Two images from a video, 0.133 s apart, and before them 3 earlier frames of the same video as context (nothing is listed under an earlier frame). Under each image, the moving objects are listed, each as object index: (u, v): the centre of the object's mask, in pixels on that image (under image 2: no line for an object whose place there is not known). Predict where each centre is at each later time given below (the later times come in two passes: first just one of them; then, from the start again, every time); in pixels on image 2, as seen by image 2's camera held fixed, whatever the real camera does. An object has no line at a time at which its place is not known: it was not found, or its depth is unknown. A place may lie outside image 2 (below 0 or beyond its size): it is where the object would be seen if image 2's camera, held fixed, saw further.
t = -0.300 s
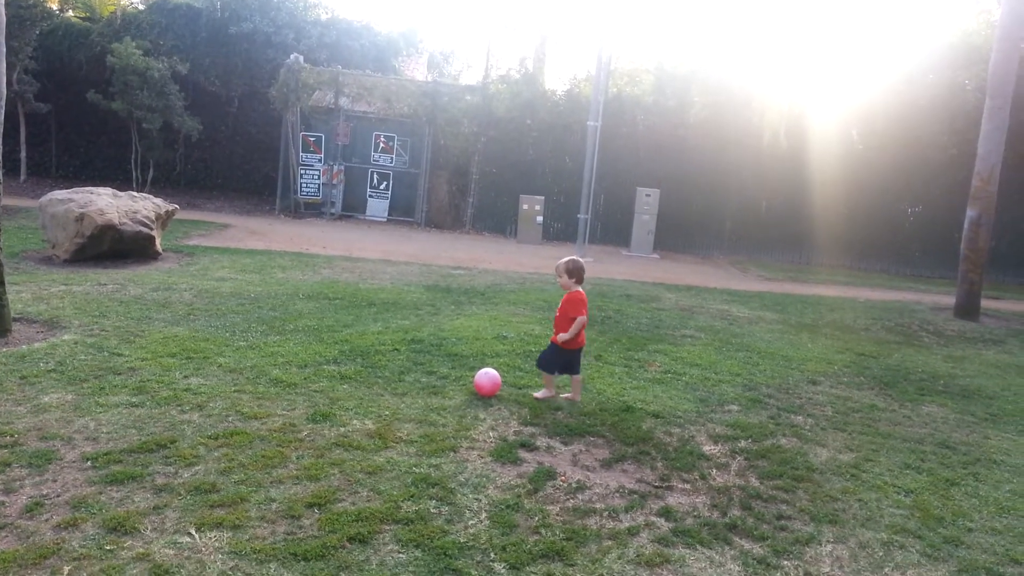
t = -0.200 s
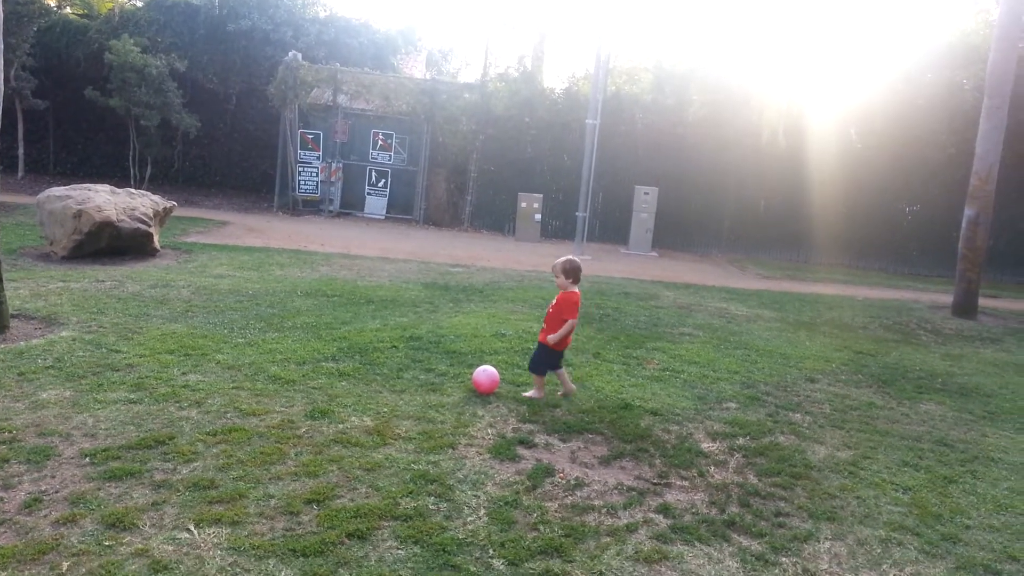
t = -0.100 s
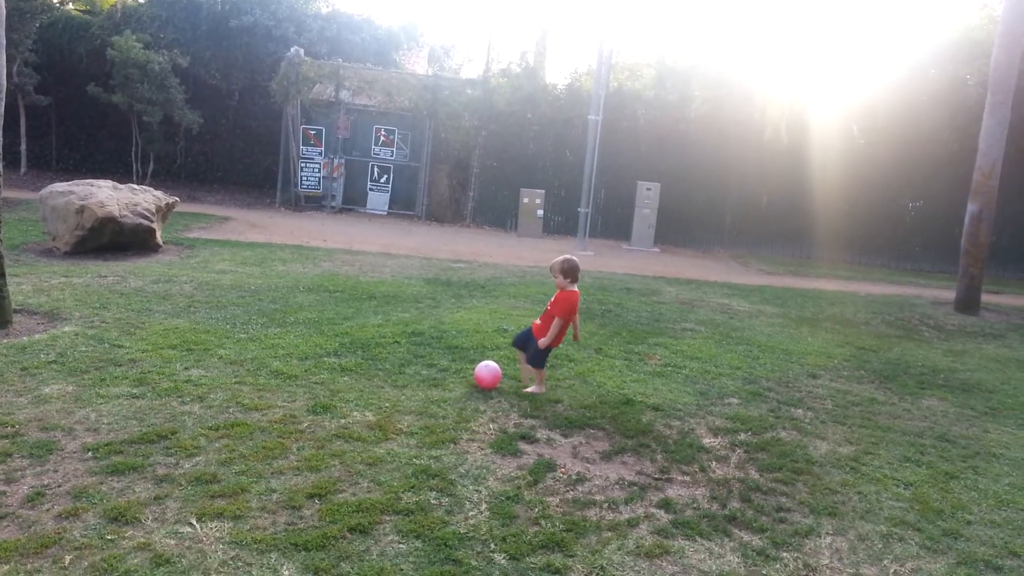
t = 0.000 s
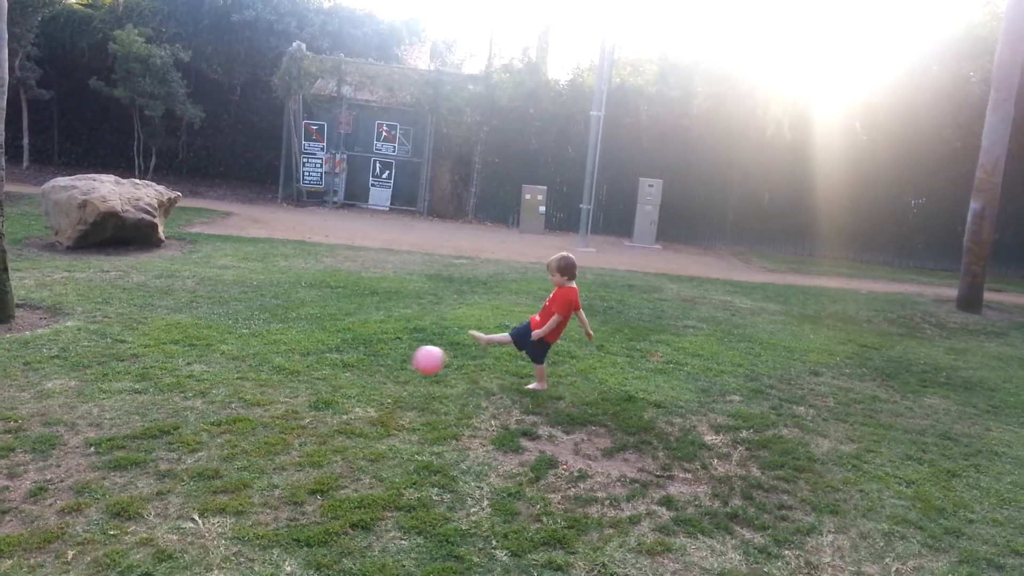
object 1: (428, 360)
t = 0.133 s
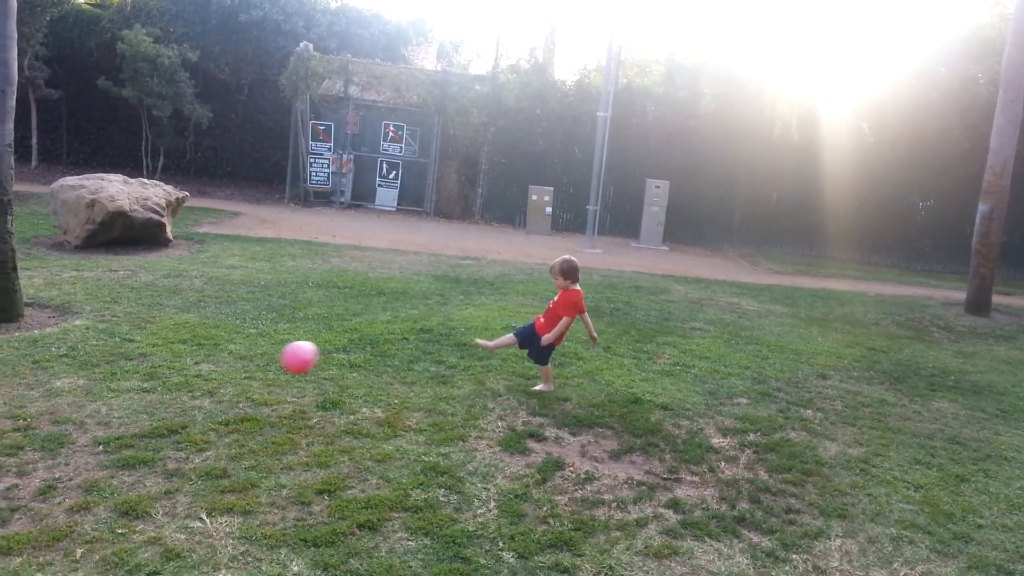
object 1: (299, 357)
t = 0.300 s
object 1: (100, 400)
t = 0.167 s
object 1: (262, 360)
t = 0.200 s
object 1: (223, 366)
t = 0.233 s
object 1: (184, 375)
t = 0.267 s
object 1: (143, 386)
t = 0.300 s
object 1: (100, 400)
